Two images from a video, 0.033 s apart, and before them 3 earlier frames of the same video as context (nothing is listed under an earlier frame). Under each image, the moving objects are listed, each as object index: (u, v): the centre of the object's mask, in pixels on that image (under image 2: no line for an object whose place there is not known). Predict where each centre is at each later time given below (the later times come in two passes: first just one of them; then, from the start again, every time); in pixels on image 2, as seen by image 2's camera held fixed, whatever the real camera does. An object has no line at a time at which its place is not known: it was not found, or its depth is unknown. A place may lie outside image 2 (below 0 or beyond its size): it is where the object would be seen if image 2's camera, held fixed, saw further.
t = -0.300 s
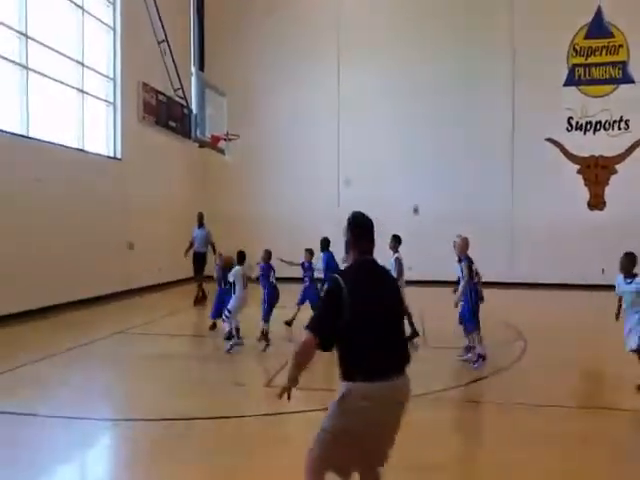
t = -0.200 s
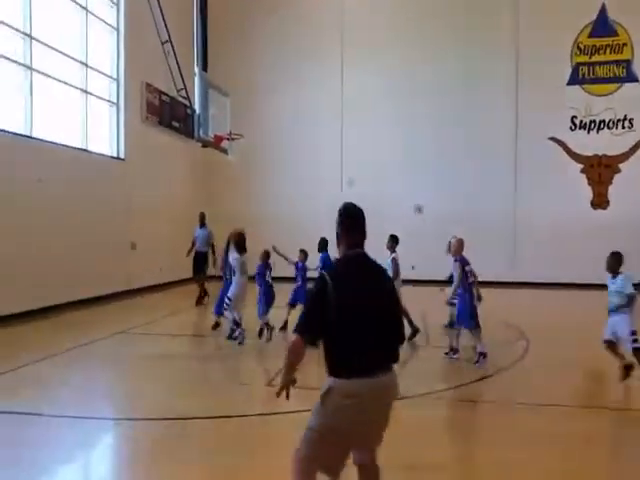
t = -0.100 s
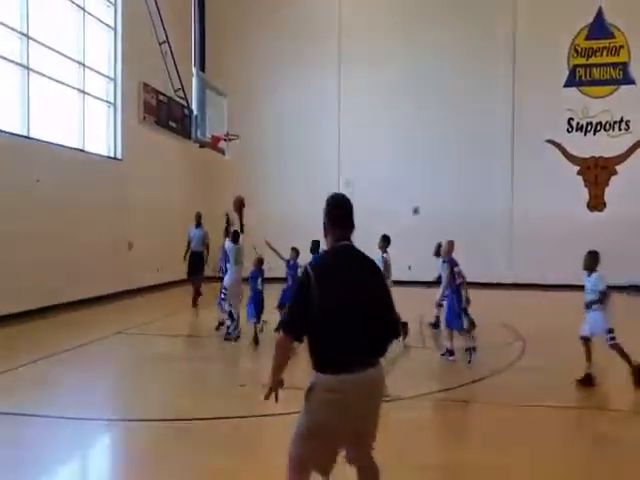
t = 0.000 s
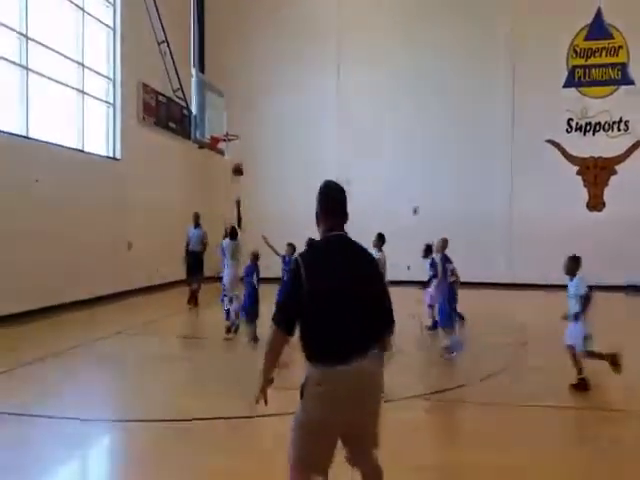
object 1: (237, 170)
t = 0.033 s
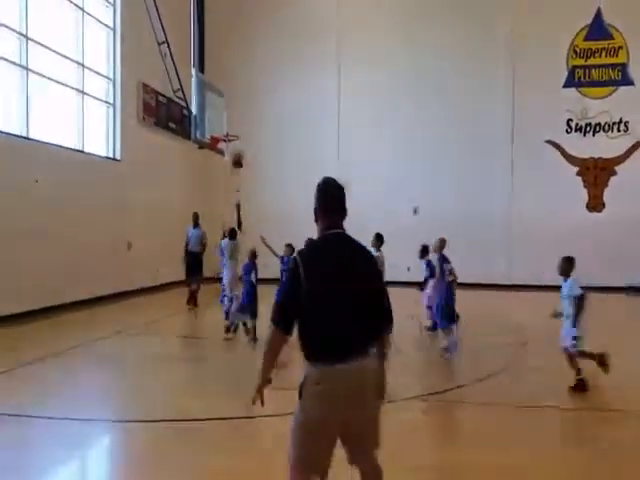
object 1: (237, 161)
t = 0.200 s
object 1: (235, 125)
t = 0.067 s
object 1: (236, 151)
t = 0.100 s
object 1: (237, 143)
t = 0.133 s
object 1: (236, 136)
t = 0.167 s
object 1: (235, 130)
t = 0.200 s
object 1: (235, 125)
